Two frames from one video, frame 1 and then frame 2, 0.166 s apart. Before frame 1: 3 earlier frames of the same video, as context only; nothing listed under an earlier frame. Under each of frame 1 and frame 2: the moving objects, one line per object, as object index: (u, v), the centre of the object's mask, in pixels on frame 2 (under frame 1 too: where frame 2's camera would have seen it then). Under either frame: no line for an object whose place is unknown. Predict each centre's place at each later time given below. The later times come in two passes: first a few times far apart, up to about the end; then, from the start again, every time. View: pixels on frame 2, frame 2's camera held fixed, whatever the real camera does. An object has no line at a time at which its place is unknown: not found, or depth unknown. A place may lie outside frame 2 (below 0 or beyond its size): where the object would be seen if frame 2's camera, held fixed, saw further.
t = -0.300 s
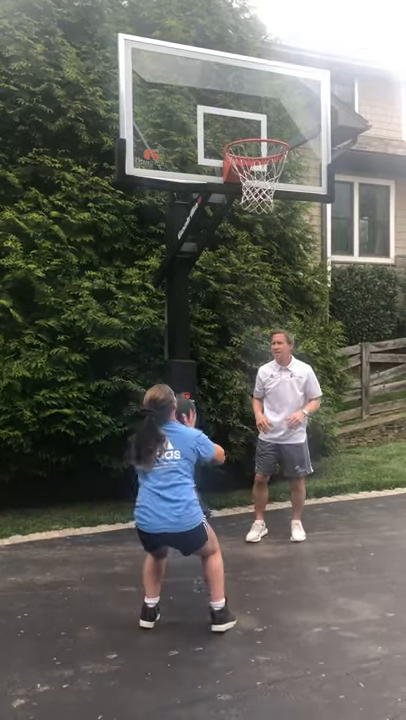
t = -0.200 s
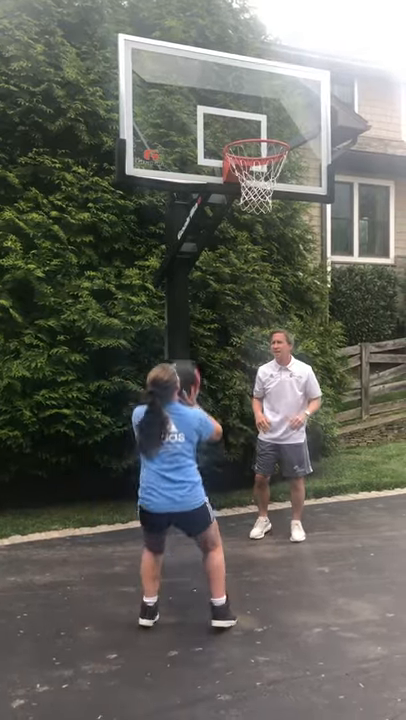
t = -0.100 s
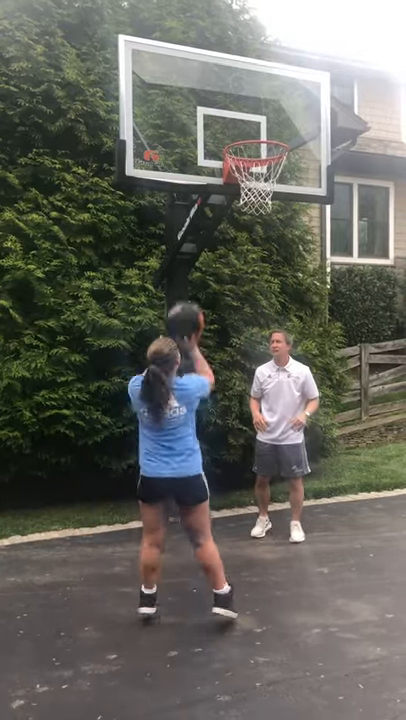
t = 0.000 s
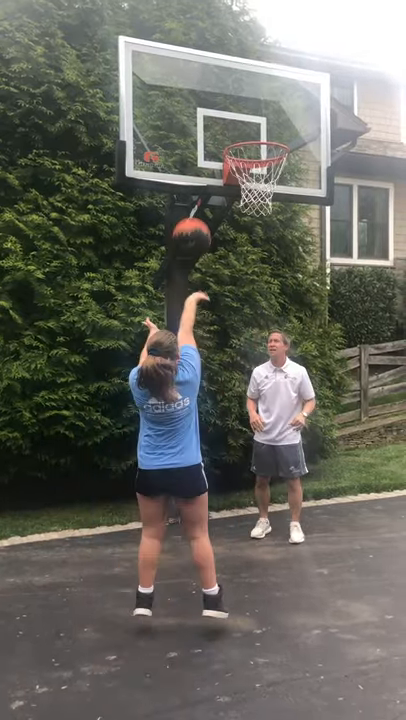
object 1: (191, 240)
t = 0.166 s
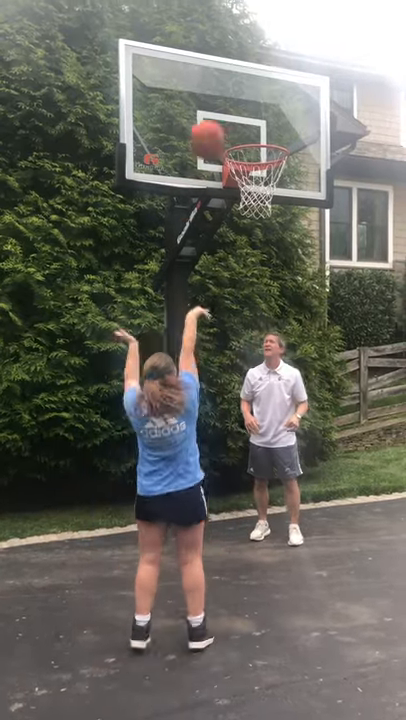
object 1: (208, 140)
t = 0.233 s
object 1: (213, 114)
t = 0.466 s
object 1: (230, 81)
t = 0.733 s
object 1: (252, 133)
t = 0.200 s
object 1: (210, 126)
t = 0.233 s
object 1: (213, 114)
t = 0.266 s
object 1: (216, 106)
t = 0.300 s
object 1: (220, 97)
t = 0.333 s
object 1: (220, 92)
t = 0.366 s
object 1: (223, 85)
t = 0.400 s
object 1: (225, 83)
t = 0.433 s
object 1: (228, 81)
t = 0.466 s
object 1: (230, 81)
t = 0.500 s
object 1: (232, 81)
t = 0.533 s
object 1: (234, 86)
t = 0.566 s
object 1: (238, 86)
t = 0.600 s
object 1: (240, 90)
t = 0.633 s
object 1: (242, 103)
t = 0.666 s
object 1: (245, 116)
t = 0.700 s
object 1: (247, 124)
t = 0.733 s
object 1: (252, 133)
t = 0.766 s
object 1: (252, 145)
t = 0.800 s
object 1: (255, 159)
